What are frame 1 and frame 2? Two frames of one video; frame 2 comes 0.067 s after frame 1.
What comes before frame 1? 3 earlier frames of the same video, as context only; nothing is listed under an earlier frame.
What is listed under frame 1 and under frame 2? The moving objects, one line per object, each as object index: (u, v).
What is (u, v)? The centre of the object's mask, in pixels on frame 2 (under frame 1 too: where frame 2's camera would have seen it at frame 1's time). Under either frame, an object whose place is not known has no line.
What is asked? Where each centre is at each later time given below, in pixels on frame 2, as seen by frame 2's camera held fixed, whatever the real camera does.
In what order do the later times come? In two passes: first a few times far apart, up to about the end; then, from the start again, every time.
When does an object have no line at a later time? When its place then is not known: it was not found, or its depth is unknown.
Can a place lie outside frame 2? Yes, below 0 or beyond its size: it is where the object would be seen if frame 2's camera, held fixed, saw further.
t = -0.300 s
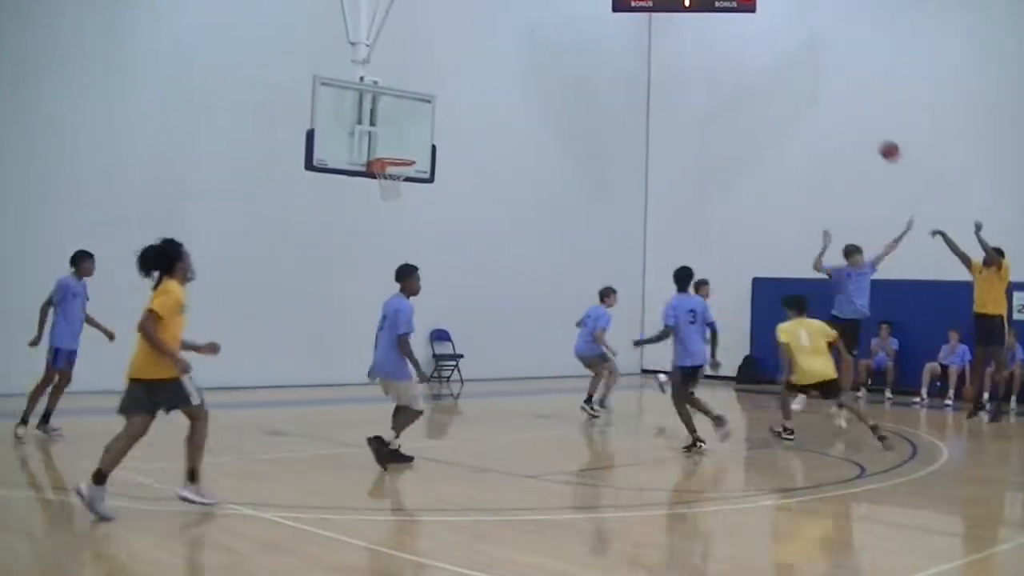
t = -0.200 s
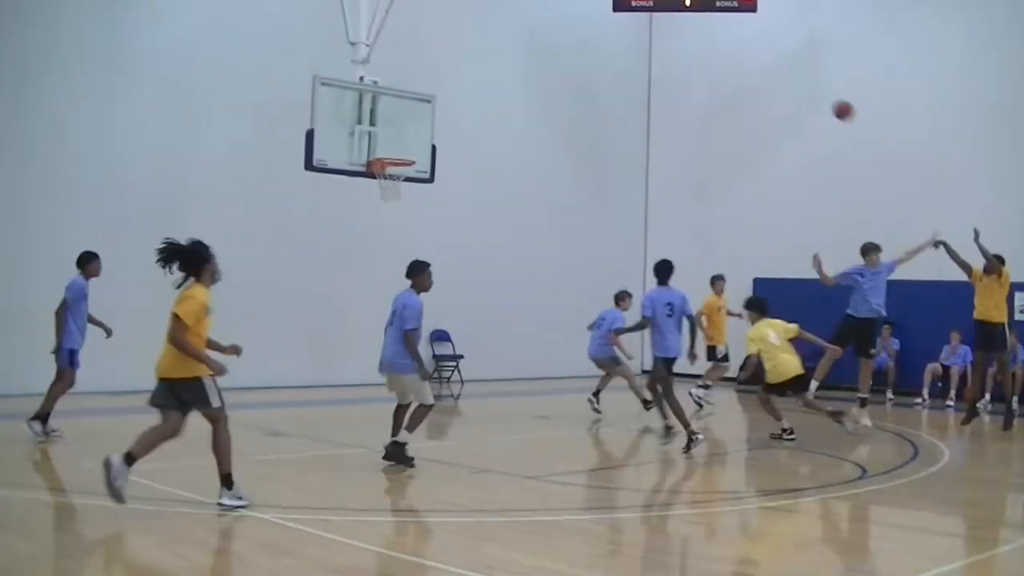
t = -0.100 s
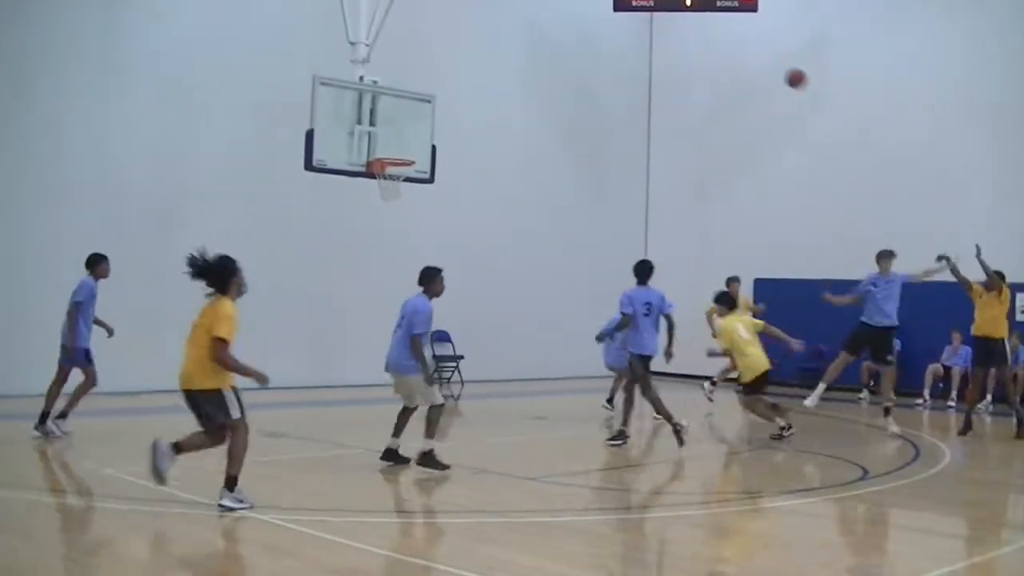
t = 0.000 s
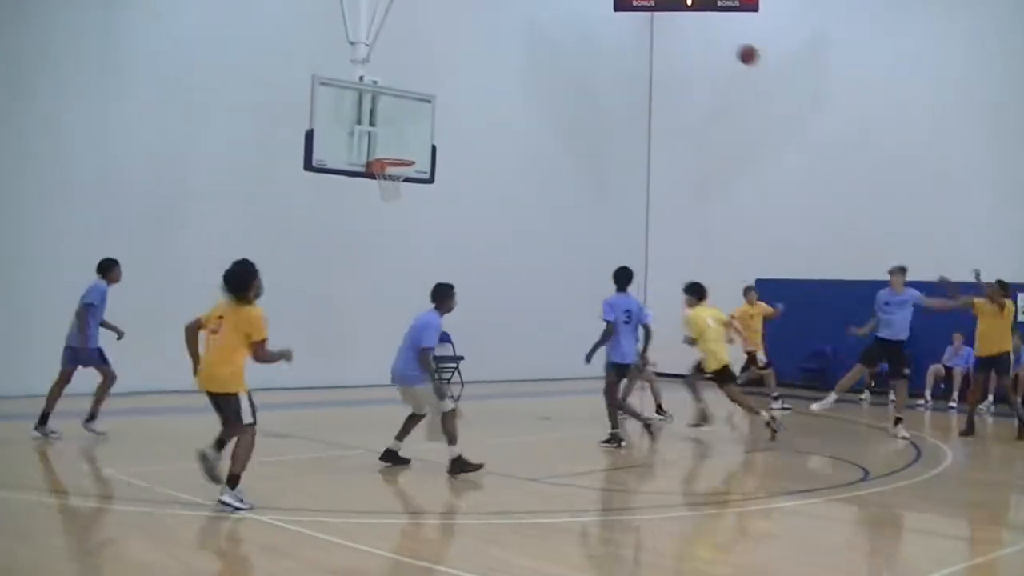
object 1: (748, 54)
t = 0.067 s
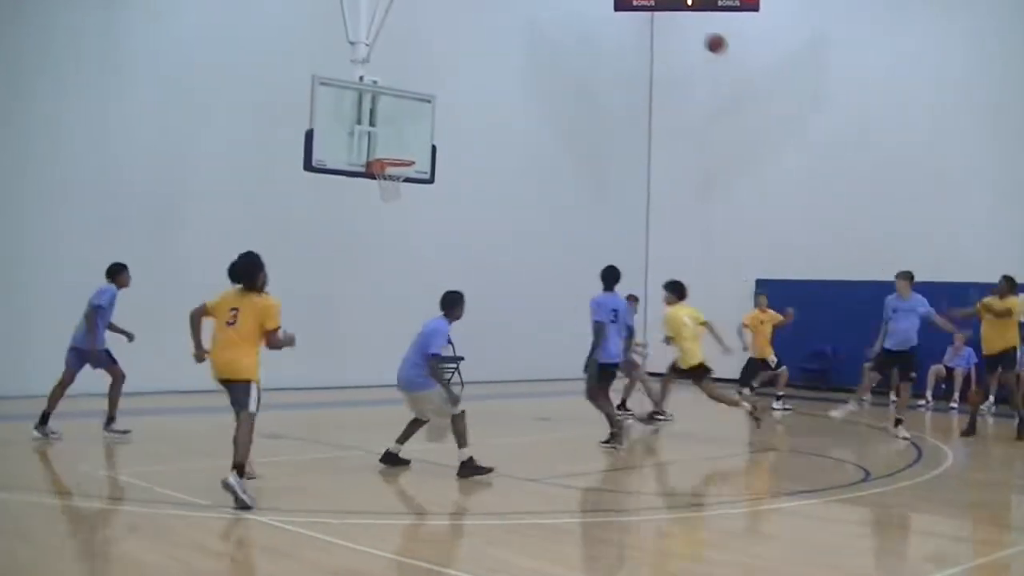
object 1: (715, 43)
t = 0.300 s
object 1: (603, 32)
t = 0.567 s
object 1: (472, 76)
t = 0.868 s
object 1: (365, 145)
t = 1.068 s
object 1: (374, 147)
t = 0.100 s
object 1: (699, 39)
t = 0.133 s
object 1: (683, 36)
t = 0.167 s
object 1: (668, 32)
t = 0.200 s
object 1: (652, 30)
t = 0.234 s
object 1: (636, 29)
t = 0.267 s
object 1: (620, 30)
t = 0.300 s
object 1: (603, 32)
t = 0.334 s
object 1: (587, 34)
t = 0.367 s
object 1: (570, 37)
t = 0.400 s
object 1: (554, 41)
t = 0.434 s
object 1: (538, 46)
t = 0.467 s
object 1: (521, 52)
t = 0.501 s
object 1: (505, 59)
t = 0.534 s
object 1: (489, 67)
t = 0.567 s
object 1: (472, 76)
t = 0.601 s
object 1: (456, 86)
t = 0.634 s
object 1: (440, 96)
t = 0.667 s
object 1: (423, 109)
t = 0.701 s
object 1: (407, 121)
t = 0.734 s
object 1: (390, 135)
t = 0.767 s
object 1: (374, 148)
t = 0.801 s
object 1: (363, 150)
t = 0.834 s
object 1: (364, 148)
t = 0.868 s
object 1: (365, 145)
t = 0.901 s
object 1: (367, 142)
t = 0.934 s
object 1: (368, 141)
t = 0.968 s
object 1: (369, 141)
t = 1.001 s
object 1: (371, 141)
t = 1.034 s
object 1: (372, 143)
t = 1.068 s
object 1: (374, 147)
